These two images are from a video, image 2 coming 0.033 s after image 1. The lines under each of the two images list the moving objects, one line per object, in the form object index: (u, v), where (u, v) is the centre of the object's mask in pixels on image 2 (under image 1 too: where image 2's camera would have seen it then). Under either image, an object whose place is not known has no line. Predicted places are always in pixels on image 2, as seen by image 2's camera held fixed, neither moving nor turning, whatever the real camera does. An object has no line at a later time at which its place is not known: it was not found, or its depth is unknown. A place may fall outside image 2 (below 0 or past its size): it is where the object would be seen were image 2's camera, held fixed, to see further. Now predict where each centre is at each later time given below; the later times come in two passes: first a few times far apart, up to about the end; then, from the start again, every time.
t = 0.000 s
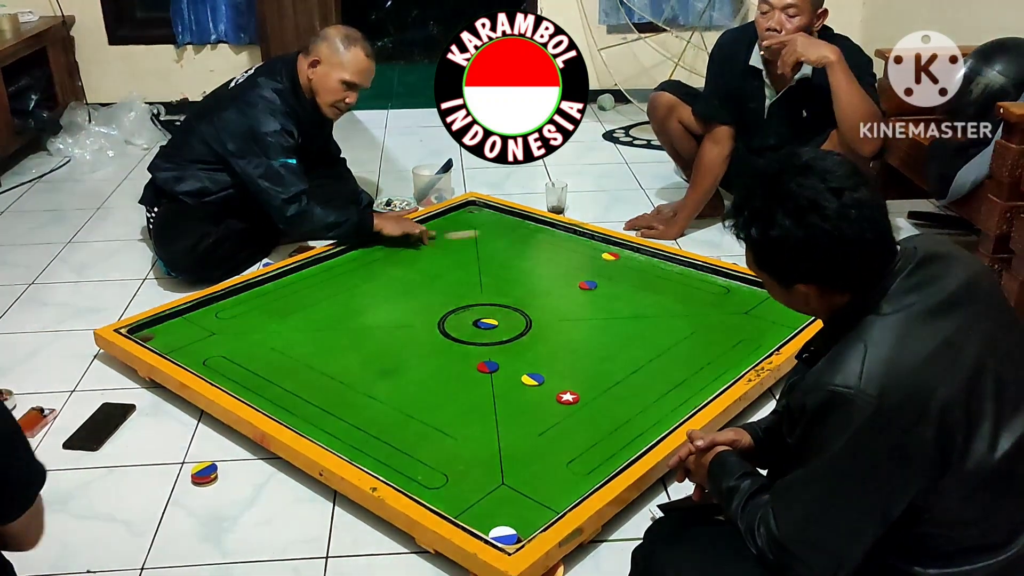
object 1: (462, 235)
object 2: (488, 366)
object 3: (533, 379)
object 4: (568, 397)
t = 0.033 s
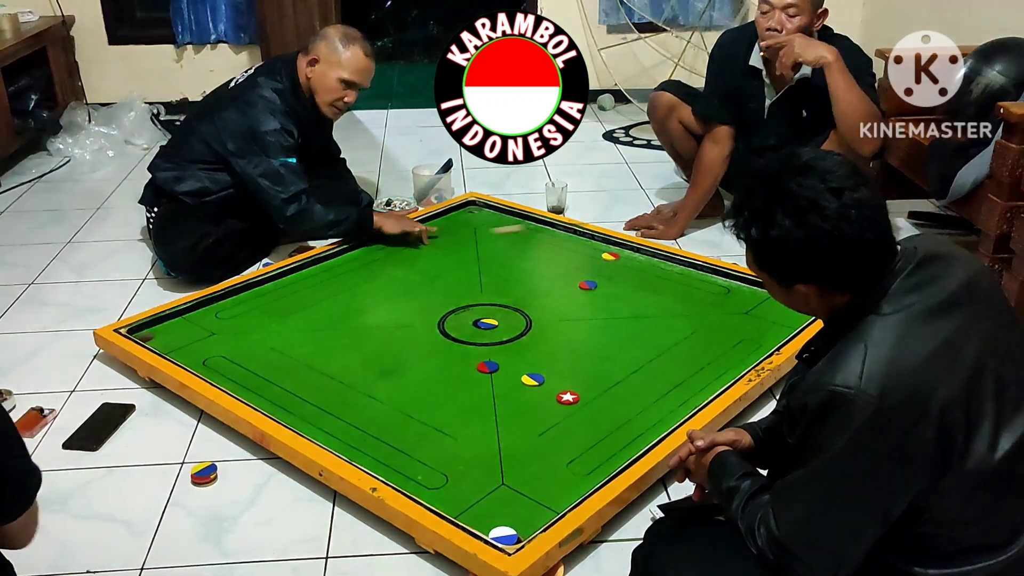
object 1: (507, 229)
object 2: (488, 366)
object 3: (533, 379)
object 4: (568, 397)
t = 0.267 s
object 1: (526, 300)
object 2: (488, 366)
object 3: (533, 379)
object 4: (568, 397)
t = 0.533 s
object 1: (446, 405)
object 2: (488, 366)
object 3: (547, 393)
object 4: (622, 422)
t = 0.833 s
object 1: (371, 406)
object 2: (488, 366)
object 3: (536, 404)
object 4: (559, 396)
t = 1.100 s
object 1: (405, 341)
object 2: (462, 357)
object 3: (530, 413)
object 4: (507, 371)
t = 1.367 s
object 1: (432, 291)
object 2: (397, 334)
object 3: (525, 422)
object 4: (508, 367)
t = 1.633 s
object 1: (455, 252)
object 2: (343, 315)
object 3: (522, 429)
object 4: (508, 365)
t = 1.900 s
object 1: (471, 222)
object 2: (296, 299)
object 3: (521, 434)
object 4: (508, 363)
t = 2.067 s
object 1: (474, 210)
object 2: (269, 289)
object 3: (520, 437)
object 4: (509, 363)
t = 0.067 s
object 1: (536, 230)
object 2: (488, 366)
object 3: (533, 379)
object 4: (568, 397)
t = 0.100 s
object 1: (535, 239)
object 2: (488, 366)
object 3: (533, 379)
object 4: (568, 397)
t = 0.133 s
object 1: (533, 250)
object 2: (488, 366)
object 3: (533, 379)
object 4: (568, 397)
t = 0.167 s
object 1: (532, 262)
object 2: (488, 366)
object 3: (533, 379)
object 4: (568, 397)
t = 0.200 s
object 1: (530, 274)
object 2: (488, 366)
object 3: (533, 379)
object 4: (568, 397)
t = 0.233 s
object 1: (529, 287)
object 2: (488, 366)
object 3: (533, 379)
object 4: (568, 397)
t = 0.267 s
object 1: (526, 300)
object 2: (488, 366)
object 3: (533, 379)
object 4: (568, 397)
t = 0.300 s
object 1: (525, 315)
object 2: (488, 366)
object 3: (533, 379)
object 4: (568, 397)
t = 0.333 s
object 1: (523, 330)
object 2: (488, 366)
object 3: (533, 379)
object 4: (568, 397)
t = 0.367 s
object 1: (521, 347)
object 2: (488, 366)
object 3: (533, 379)
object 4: (568, 397)
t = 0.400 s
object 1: (518, 364)
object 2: (488, 366)
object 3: (533, 379)
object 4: (568, 397)
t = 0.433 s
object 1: (506, 376)
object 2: (488, 366)
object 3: (543, 386)
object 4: (568, 397)
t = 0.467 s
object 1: (486, 385)
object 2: (488, 366)
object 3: (549, 390)
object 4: (580, 403)
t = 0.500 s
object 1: (466, 395)
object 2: (488, 366)
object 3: (548, 391)
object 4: (601, 412)
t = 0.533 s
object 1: (446, 405)
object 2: (488, 366)
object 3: (547, 393)
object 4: (622, 422)
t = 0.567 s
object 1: (424, 416)
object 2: (488, 366)
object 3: (545, 394)
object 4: (643, 432)
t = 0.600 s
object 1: (402, 427)
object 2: (488, 366)
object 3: (544, 395)
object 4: (644, 433)
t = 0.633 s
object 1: (380, 437)
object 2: (488, 366)
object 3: (543, 397)
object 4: (631, 427)
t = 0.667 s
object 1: (356, 449)
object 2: (488, 366)
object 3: (542, 398)
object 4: (618, 421)
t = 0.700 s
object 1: (350, 447)
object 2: (488, 366)
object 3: (541, 399)
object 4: (606, 416)
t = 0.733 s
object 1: (355, 436)
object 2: (488, 366)
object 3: (539, 400)
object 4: (594, 411)
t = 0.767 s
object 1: (360, 425)
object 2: (488, 366)
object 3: (538, 401)
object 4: (582, 406)
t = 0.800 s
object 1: (366, 415)
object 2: (488, 366)
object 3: (538, 403)
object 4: (571, 401)
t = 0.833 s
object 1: (371, 406)
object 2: (488, 366)
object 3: (536, 404)
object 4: (559, 396)
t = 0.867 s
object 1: (375, 396)
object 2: (488, 366)
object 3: (535, 405)
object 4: (548, 391)
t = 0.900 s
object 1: (380, 388)
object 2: (488, 366)
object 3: (534, 406)
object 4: (538, 387)
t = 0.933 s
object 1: (384, 379)
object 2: (488, 366)
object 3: (534, 407)
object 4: (527, 382)
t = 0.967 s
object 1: (389, 371)
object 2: (488, 366)
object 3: (533, 409)
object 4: (517, 378)
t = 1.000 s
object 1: (393, 363)
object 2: (488, 366)
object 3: (532, 410)
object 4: (508, 374)
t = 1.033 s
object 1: (397, 355)
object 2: (480, 364)
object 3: (532, 411)
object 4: (506, 372)
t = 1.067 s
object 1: (401, 348)
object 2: (472, 361)
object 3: (531, 412)
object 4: (506, 372)
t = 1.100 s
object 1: (405, 341)
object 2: (462, 357)
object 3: (530, 413)
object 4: (507, 371)
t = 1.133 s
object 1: (408, 334)
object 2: (454, 355)
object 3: (530, 414)
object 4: (507, 371)
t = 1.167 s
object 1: (412, 327)
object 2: (445, 351)
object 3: (529, 415)
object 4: (507, 370)
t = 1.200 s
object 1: (415, 321)
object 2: (436, 348)
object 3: (528, 416)
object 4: (507, 370)
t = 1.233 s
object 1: (419, 314)
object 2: (428, 345)
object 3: (528, 418)
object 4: (508, 369)
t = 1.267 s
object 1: (422, 308)
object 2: (420, 343)
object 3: (527, 419)
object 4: (508, 369)
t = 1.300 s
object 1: (426, 302)
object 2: (412, 340)
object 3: (527, 420)
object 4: (508, 368)
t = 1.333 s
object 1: (429, 297)
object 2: (405, 337)
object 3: (526, 421)
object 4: (508, 368)
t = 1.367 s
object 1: (432, 291)
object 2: (397, 334)
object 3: (525, 422)
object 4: (508, 367)
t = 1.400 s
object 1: (435, 286)
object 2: (390, 332)
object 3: (525, 423)
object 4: (508, 367)
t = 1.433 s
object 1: (438, 281)
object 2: (383, 329)
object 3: (525, 424)
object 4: (508, 367)
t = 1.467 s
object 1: (441, 275)
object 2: (376, 327)
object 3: (524, 425)
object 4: (508, 366)
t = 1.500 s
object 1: (444, 271)
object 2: (369, 325)
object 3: (524, 425)
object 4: (508, 366)
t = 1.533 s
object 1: (446, 266)
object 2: (362, 322)
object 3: (523, 426)
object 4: (508, 365)
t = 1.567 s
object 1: (449, 261)
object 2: (356, 320)
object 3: (523, 427)
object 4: (508, 365)
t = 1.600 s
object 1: (452, 257)
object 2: (349, 317)
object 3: (523, 428)
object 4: (508, 365)
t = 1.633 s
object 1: (455, 252)
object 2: (343, 315)
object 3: (522, 429)
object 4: (508, 365)
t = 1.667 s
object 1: (459, 248)
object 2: (336, 313)
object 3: (522, 430)
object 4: (508, 364)
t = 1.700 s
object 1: (460, 244)
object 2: (330, 311)
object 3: (522, 430)
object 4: (508, 364)
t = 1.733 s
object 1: (462, 241)
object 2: (324, 309)
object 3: (522, 431)
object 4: (508, 364)
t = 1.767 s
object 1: (463, 237)
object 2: (318, 307)
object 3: (522, 432)
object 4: (508, 364)
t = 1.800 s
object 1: (465, 233)
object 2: (312, 305)
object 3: (522, 432)
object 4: (508, 363)
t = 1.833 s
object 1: (467, 229)
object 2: (307, 303)
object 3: (521, 433)
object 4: (509, 363)
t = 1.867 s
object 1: (469, 226)
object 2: (301, 301)
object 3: (521, 434)
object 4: (508, 363)
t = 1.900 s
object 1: (471, 222)
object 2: (296, 299)
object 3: (521, 434)
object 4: (508, 363)
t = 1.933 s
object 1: (473, 219)
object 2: (290, 297)
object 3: (521, 435)
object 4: (509, 363)
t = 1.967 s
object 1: (475, 216)
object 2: (285, 295)
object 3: (520, 436)
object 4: (509, 363)
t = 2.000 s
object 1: (476, 212)
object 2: (279, 293)
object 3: (520, 436)
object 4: (509, 363)
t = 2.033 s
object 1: (477, 210)
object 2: (274, 291)
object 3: (520, 437)
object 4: (509, 363)
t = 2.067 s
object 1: (474, 210)
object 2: (269, 289)
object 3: (520, 437)
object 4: (509, 363)
